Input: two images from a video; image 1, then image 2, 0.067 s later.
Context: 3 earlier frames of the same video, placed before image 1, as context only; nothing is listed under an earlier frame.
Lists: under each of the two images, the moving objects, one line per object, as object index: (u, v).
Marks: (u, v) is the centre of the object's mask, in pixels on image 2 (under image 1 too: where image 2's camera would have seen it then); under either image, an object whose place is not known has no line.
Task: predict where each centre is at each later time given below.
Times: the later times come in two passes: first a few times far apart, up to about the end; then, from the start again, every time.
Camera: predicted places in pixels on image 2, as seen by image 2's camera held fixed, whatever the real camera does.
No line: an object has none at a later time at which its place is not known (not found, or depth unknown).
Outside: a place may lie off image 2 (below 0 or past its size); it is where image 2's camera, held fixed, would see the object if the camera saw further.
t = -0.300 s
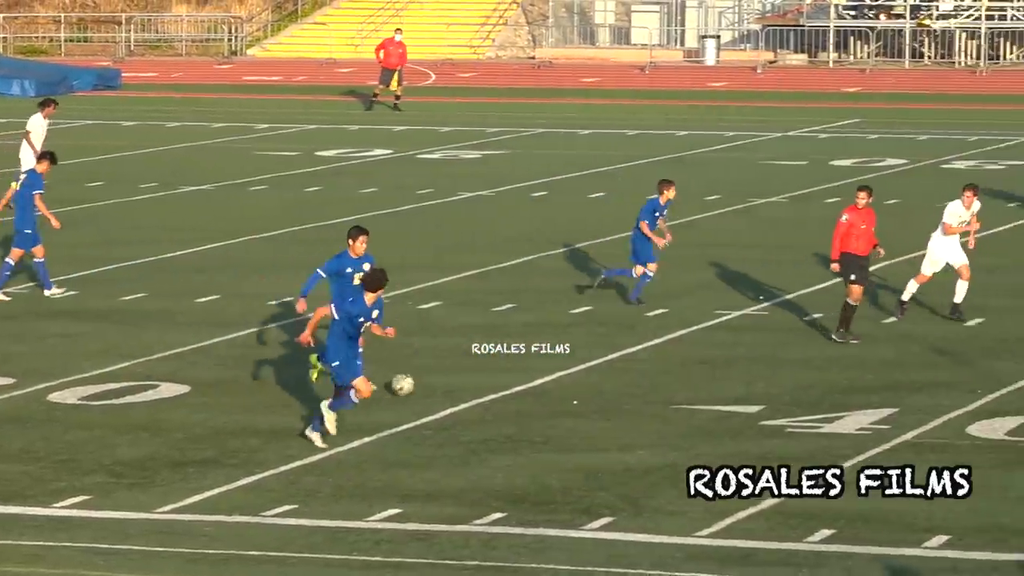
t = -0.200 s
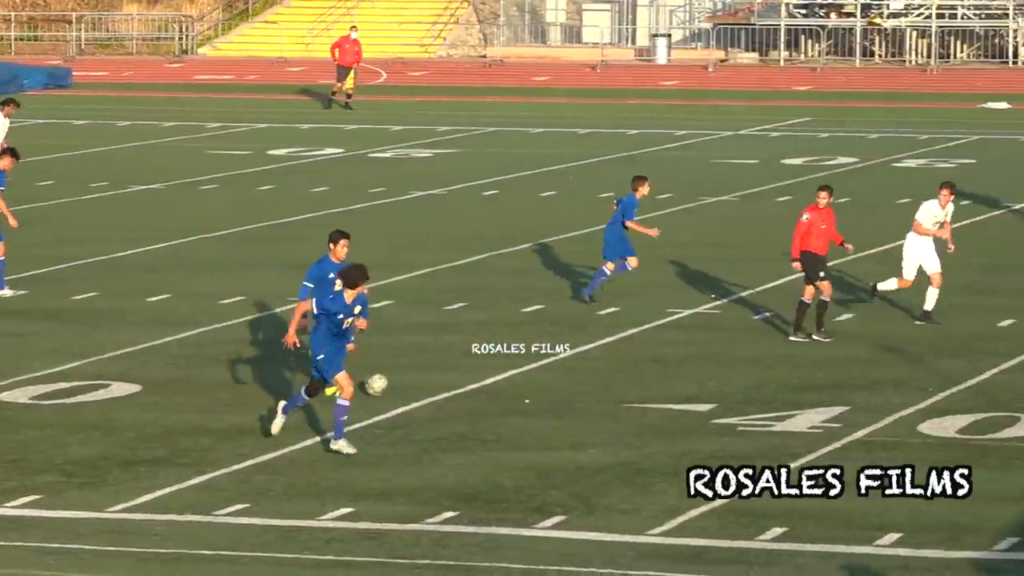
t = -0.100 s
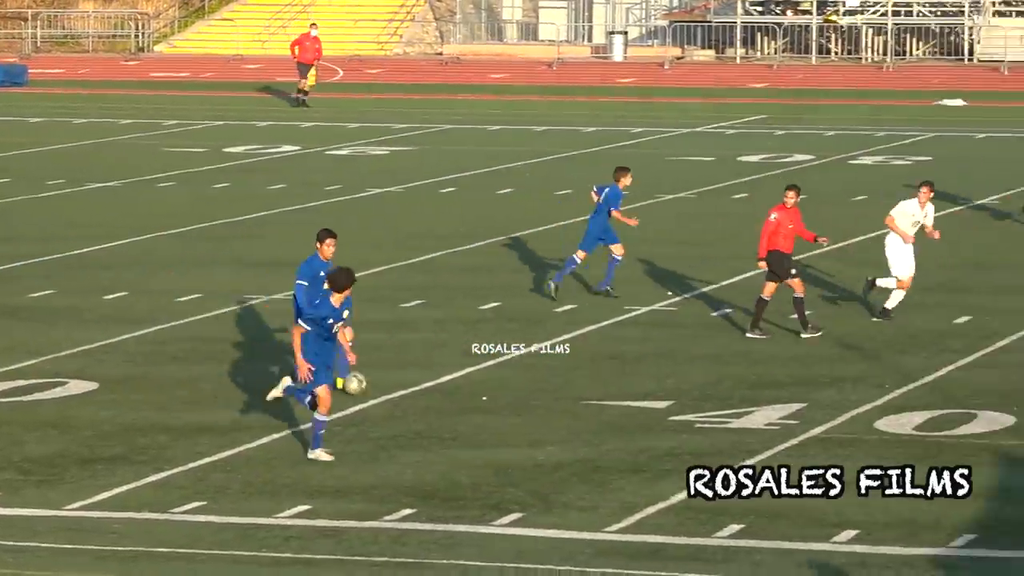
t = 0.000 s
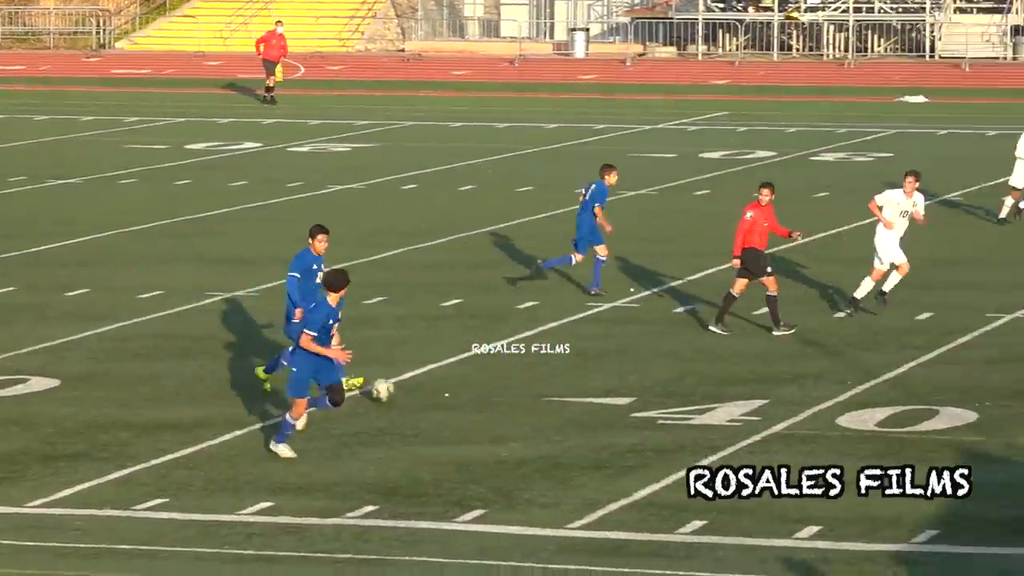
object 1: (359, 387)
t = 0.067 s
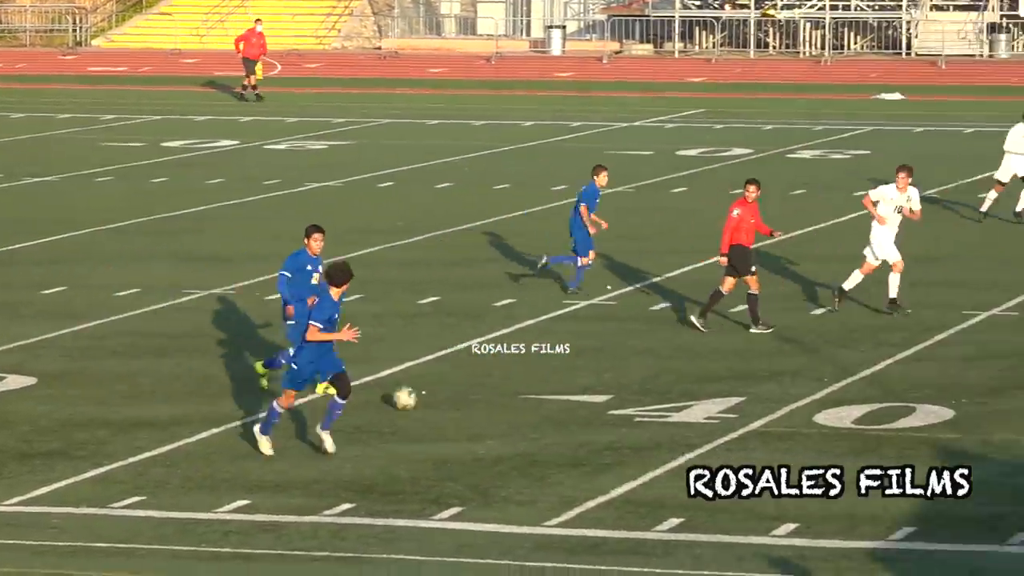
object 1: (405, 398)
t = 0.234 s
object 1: (510, 419)
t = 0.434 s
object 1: (624, 439)
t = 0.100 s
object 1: (425, 400)
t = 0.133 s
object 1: (446, 402)
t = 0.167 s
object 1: (467, 407)
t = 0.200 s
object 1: (488, 412)
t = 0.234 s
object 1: (510, 419)
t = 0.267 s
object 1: (529, 421)
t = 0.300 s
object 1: (548, 423)
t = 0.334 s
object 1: (568, 426)
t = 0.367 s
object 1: (587, 431)
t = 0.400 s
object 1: (607, 437)
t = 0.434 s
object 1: (624, 439)
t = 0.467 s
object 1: (642, 439)
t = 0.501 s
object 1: (658, 441)
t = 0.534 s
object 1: (675, 444)
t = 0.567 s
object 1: (692, 449)
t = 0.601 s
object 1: (709, 456)
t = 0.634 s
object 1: (726, 463)
